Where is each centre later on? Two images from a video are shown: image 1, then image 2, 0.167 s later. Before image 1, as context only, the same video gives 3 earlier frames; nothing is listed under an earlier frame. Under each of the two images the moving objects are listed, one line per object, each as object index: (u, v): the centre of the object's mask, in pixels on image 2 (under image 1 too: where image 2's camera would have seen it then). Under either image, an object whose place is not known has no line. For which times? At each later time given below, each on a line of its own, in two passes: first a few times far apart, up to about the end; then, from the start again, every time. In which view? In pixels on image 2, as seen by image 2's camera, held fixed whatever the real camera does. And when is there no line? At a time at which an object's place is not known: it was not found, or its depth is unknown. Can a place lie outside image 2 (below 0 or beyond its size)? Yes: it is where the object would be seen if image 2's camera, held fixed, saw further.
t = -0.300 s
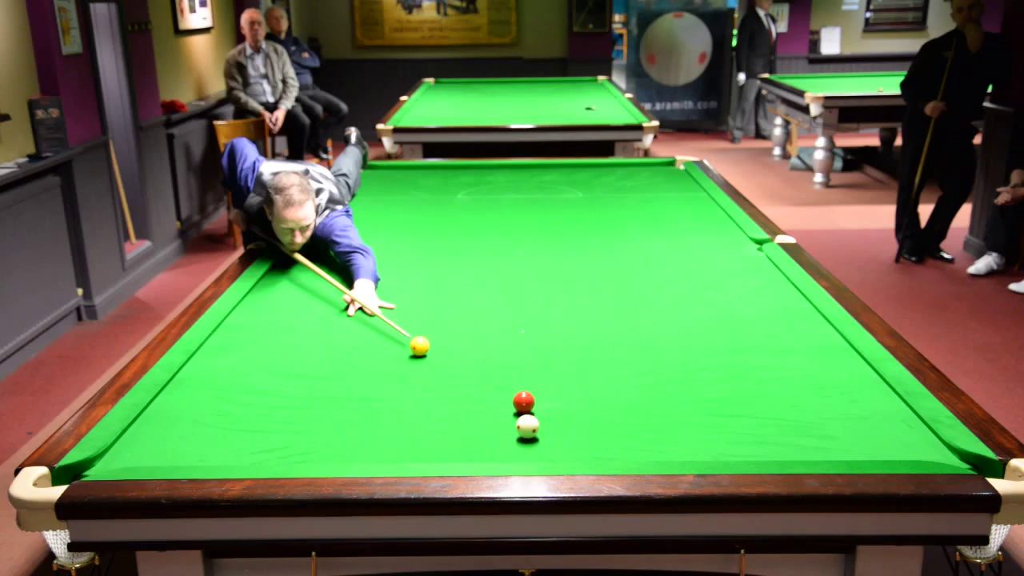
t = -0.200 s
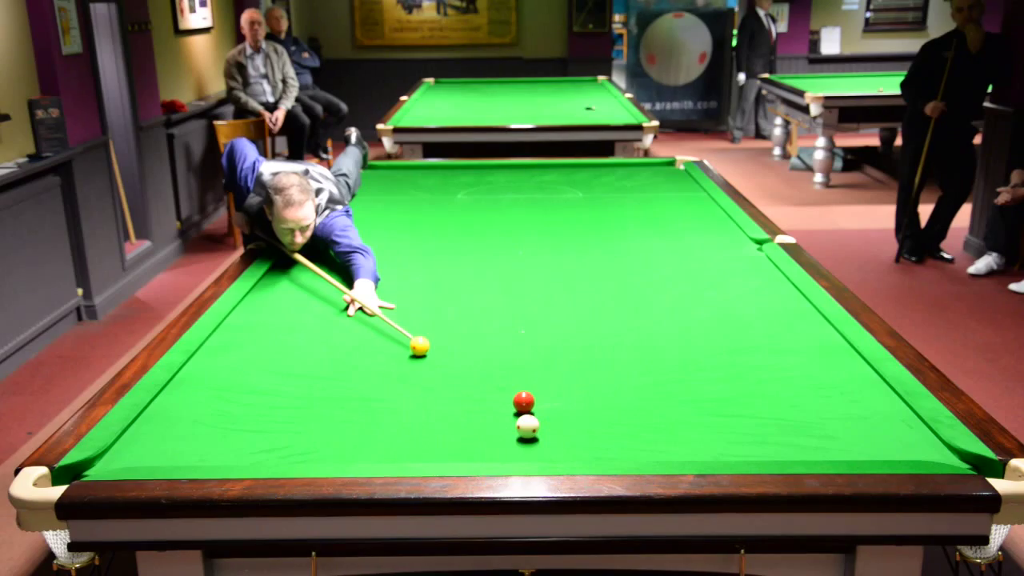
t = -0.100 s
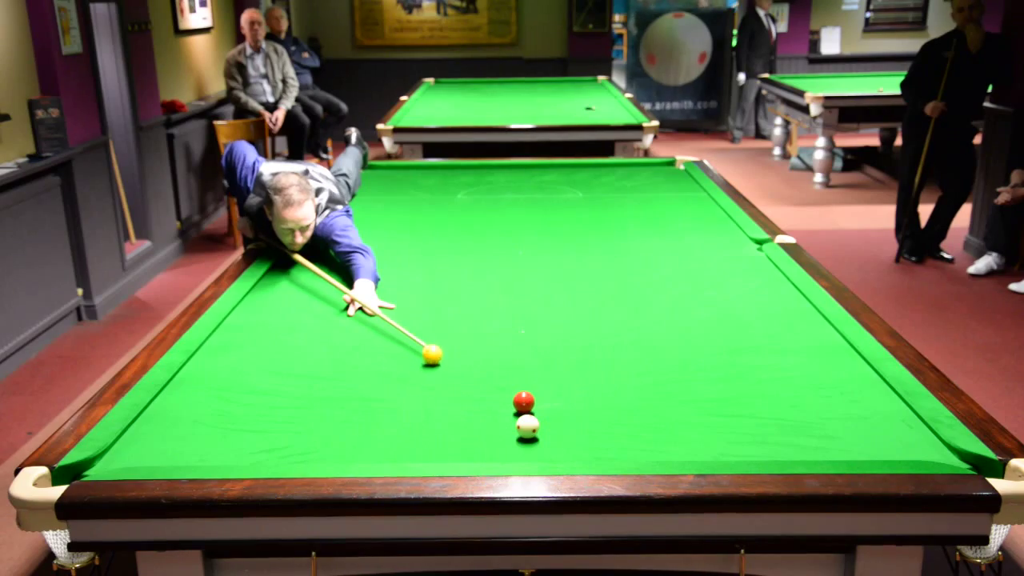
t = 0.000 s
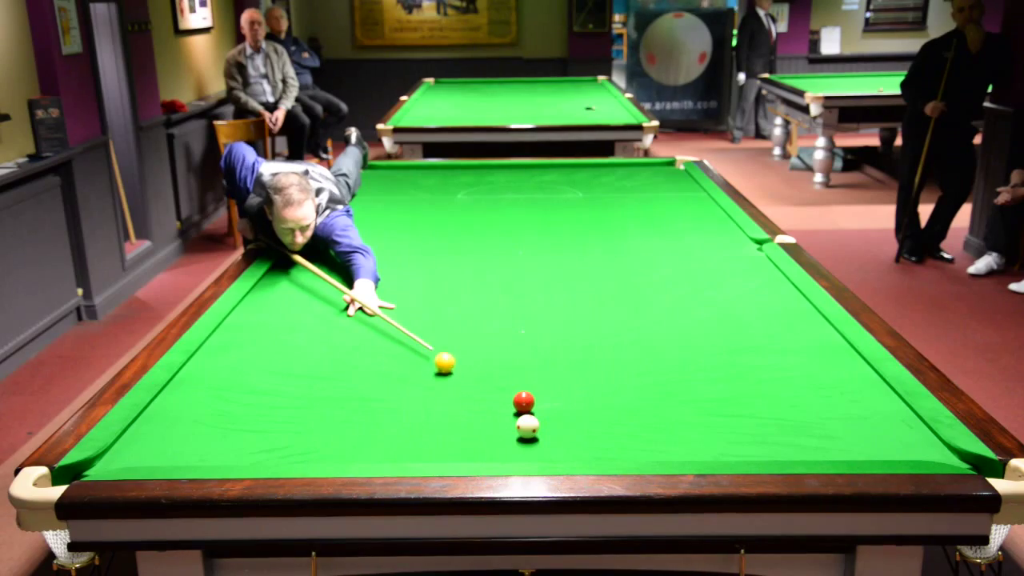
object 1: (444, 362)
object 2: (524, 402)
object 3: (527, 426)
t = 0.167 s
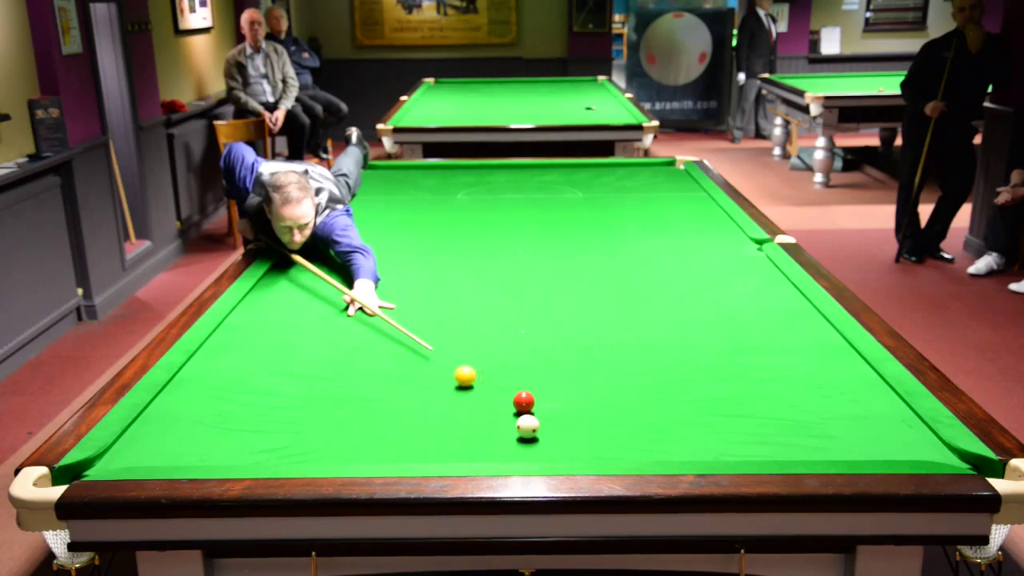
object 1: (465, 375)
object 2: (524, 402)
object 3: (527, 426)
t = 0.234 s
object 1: (473, 381)
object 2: (524, 402)
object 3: (527, 426)
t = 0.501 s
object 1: (501, 404)
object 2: (532, 403)
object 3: (527, 426)
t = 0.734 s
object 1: (503, 422)
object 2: (559, 406)
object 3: (527, 426)
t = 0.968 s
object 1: (505, 441)
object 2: (585, 410)
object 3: (527, 426)
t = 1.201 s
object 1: (507, 455)
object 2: (609, 413)
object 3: (527, 426)
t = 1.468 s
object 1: (518, 449)
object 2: (634, 416)
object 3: (527, 426)
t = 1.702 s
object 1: (525, 439)
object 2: (655, 419)
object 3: (528, 423)
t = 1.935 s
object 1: (532, 435)
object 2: (673, 422)
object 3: (527, 419)
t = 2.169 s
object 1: (536, 435)
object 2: (690, 424)
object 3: (527, 417)
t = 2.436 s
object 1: (539, 434)
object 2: (706, 427)
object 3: (528, 415)
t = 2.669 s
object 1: (540, 434)
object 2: (719, 429)
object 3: (529, 414)
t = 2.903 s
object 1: (540, 434)
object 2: (730, 431)
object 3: (529, 414)
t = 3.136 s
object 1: (540, 434)
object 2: (738, 432)
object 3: (529, 414)
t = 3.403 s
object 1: (540, 434)
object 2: (745, 433)
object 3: (528, 414)
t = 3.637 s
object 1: (540, 434)
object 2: (749, 433)
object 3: (528, 414)
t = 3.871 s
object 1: (540, 434)
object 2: (750, 433)
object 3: (529, 414)
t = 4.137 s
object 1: (540, 434)
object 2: (750, 433)
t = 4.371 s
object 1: (540, 434)
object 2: (750, 433)
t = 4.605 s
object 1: (540, 434)
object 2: (750, 432)
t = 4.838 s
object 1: (540, 434)
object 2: (750, 433)
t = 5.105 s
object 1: (540, 434)
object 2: (750, 433)
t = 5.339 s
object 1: (540, 434)
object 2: (750, 433)
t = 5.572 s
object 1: (540, 434)
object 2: (750, 433)
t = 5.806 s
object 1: (540, 434)
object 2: (750, 433)
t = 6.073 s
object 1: (540, 434)
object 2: (750, 433)
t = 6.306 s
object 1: (540, 434)
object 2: (750, 433)
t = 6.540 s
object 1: (540, 434)
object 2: (750, 433)
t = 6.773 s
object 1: (540, 434)
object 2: (750, 433)
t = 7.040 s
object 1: (540, 434)
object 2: (750, 433)
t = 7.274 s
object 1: (540, 434)
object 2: (750, 433)
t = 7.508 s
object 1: (540, 434)
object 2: (750, 433)
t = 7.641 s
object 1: (540, 434)
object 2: (750, 433)
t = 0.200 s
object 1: (469, 378)
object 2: (524, 402)
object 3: (527, 426)
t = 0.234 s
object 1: (473, 381)
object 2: (524, 402)
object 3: (527, 426)
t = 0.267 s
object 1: (478, 384)
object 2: (524, 402)
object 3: (527, 426)
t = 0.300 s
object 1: (482, 387)
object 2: (524, 402)
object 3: (527, 426)
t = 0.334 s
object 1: (486, 390)
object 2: (523, 402)
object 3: (527, 426)
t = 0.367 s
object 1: (491, 393)
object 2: (524, 402)
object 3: (527, 426)
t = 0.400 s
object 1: (495, 395)
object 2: (524, 402)
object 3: (527, 426)
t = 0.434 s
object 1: (500, 399)
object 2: (524, 402)
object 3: (527, 426)
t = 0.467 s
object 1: (501, 401)
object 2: (527, 402)
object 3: (527, 426)
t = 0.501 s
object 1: (501, 404)
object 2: (532, 403)
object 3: (527, 426)
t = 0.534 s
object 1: (501, 407)
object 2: (536, 404)
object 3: (527, 426)
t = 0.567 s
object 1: (501, 409)
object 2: (540, 404)
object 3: (527, 426)
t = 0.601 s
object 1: (502, 412)
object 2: (544, 404)
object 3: (527, 426)
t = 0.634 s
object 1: (502, 414)
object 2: (548, 405)
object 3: (527, 426)
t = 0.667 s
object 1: (502, 417)
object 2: (552, 406)
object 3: (527, 426)
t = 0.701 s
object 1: (502, 420)
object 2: (555, 406)
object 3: (527, 426)
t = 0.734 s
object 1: (503, 422)
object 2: (559, 406)
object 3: (527, 426)
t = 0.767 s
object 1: (503, 425)
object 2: (563, 407)
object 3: (527, 426)
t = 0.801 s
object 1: (504, 427)
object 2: (567, 407)
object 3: (527, 426)
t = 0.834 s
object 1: (504, 430)
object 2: (570, 408)
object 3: (527, 426)
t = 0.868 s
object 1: (504, 433)
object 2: (574, 409)
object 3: (527, 426)
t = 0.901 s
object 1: (504, 436)
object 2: (578, 409)
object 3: (527, 426)
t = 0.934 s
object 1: (505, 438)
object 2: (581, 409)
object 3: (527, 426)
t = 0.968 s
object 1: (505, 441)
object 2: (585, 410)
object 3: (527, 426)
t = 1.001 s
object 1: (506, 444)
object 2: (588, 410)
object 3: (527, 426)
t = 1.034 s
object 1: (506, 446)
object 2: (592, 411)
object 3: (527, 426)
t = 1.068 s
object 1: (506, 449)
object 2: (595, 411)
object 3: (527, 426)
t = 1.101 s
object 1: (507, 451)
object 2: (599, 412)
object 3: (527, 426)
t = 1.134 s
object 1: (507, 452)
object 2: (602, 412)
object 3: (527, 426)
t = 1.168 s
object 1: (507, 454)
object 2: (606, 412)
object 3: (527, 426)
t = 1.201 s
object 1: (507, 455)
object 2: (609, 413)
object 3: (527, 426)
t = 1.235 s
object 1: (508, 455)
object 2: (612, 413)
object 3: (527, 426)
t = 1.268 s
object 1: (510, 454)
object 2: (615, 414)
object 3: (527, 426)
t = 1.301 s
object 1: (511, 454)
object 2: (619, 414)
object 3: (527, 426)
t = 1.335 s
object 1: (513, 453)
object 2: (622, 415)
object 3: (527, 426)
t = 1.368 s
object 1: (514, 452)
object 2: (625, 415)
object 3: (527, 426)
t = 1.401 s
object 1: (515, 451)
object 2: (628, 416)
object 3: (527, 426)
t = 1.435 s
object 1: (516, 450)
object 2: (631, 416)
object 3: (527, 426)
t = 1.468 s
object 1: (518, 449)
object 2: (634, 416)
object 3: (527, 426)
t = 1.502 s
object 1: (519, 448)
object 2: (637, 417)
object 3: (527, 426)
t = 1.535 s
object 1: (520, 446)
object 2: (640, 417)
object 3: (528, 425)
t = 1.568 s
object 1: (521, 445)
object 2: (643, 418)
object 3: (528, 425)
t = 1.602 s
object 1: (522, 443)
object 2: (646, 418)
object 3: (528, 424)
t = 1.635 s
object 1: (523, 442)
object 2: (649, 418)
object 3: (528, 423)
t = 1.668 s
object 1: (525, 441)
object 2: (652, 419)
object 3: (528, 423)
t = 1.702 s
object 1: (525, 439)
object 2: (655, 419)
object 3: (528, 423)
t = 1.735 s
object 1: (527, 438)
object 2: (657, 419)
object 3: (527, 422)
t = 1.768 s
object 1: (528, 437)
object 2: (660, 420)
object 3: (527, 421)
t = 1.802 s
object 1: (528, 436)
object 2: (663, 420)
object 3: (527, 421)
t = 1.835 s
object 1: (529, 436)
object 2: (665, 421)
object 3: (527, 420)
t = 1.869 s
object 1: (530, 436)
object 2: (668, 421)
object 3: (527, 420)
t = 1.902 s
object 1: (531, 436)
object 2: (670, 421)
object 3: (527, 420)
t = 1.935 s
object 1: (532, 435)
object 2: (673, 422)
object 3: (527, 419)
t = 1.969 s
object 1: (532, 435)
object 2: (676, 422)
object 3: (527, 419)
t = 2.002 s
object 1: (533, 435)
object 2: (678, 423)
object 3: (527, 418)
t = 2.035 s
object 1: (534, 435)
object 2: (680, 423)
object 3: (527, 418)
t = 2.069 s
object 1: (534, 435)
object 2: (683, 423)
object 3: (527, 418)
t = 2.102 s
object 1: (535, 435)
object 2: (685, 424)
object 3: (527, 418)
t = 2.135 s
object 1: (536, 435)
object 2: (687, 424)
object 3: (527, 417)
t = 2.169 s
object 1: (536, 435)
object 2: (690, 424)
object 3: (527, 417)
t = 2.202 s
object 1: (537, 434)
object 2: (692, 425)
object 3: (528, 417)
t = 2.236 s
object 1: (537, 434)
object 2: (694, 425)
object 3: (528, 417)
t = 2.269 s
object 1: (538, 434)
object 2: (696, 425)
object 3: (528, 416)
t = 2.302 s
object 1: (538, 434)
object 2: (698, 426)
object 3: (528, 416)
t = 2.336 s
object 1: (538, 434)
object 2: (700, 426)
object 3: (528, 416)
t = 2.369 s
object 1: (539, 434)
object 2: (703, 426)
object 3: (528, 416)
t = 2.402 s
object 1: (539, 434)
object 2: (705, 427)
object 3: (528, 415)
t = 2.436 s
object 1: (539, 434)
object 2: (706, 427)
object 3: (528, 415)
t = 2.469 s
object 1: (540, 434)
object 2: (708, 428)
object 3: (528, 415)
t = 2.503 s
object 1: (540, 434)
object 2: (710, 428)
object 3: (528, 415)
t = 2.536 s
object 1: (540, 434)
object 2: (712, 428)
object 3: (528, 415)
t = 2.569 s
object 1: (540, 434)
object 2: (714, 428)
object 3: (528, 415)
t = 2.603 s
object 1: (540, 434)
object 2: (716, 429)
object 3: (528, 414)
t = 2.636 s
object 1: (540, 434)
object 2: (717, 429)
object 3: (528, 414)
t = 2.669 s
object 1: (540, 434)
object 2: (719, 429)
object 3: (529, 414)
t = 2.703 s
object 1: (540, 434)
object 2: (721, 430)
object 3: (529, 414)
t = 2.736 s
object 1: (540, 434)
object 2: (722, 430)
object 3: (529, 414)
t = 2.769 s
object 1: (540, 434)
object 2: (724, 430)
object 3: (529, 414)
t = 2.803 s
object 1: (540, 434)
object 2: (725, 430)
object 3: (529, 414)
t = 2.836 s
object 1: (540, 434)
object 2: (727, 430)
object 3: (529, 414)
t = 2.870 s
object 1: (540, 434)
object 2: (728, 431)
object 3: (529, 414)
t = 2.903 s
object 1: (540, 434)
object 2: (730, 431)
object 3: (529, 414)
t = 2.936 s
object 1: (540, 434)
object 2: (731, 431)
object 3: (529, 414)
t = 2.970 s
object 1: (540, 434)
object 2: (732, 431)
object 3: (529, 414)
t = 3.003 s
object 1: (540, 434)
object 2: (733, 431)
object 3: (529, 414)
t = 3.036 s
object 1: (540, 434)
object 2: (735, 432)
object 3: (529, 414)
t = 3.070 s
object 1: (540, 434)
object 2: (736, 432)
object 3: (529, 414)
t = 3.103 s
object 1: (540, 434)
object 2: (737, 432)
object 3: (529, 414)
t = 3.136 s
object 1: (540, 434)
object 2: (738, 432)
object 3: (529, 414)
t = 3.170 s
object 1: (540, 434)
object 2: (739, 432)
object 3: (529, 414)
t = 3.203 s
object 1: (540, 434)
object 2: (740, 432)
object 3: (529, 414)
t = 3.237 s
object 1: (540, 434)
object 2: (741, 432)
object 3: (529, 414)
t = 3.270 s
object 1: (540, 434)
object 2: (742, 433)
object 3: (529, 414)
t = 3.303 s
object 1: (540, 434)
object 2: (743, 433)
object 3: (528, 414)
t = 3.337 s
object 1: (540, 434)
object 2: (743, 433)
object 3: (528, 414)
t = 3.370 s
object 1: (540, 434)
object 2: (744, 433)
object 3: (529, 414)
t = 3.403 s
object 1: (540, 434)
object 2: (745, 433)
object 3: (528, 414)
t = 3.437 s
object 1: (540, 434)
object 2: (746, 433)
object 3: (529, 414)
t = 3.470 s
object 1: (540, 434)
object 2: (746, 433)
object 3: (528, 414)
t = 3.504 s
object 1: (540, 434)
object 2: (747, 433)
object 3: (528, 414)
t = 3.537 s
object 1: (540, 434)
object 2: (747, 433)
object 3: (528, 414)
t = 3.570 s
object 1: (540, 434)
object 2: (748, 433)
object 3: (528, 414)
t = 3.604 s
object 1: (540, 434)
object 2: (748, 433)
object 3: (528, 414)
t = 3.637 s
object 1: (540, 434)
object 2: (749, 433)
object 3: (528, 414)
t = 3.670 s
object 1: (540, 434)
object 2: (749, 433)
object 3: (528, 414)
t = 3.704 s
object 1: (540, 434)
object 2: (749, 433)
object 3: (529, 414)
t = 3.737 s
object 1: (540, 434)
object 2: (749, 433)
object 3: (528, 414)
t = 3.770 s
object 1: (540, 434)
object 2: (750, 433)
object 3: (529, 414)
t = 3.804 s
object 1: (540, 434)
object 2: (750, 433)
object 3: (528, 414)
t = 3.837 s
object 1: (540, 434)
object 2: (750, 433)
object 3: (529, 414)
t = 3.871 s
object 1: (540, 434)
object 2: (750, 433)
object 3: (529, 414)
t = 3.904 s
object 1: (540, 434)
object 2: (750, 433)
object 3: (529, 414)
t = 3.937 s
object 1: (540, 434)
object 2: (750, 433)
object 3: (528, 414)
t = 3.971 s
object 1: (540, 434)
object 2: (750, 433)
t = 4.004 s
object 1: (540, 434)
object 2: (750, 433)
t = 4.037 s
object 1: (540, 434)
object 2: (750, 433)
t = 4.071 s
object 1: (540, 434)
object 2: (750, 433)
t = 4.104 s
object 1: (540, 434)
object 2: (750, 433)
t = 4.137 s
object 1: (540, 434)
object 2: (750, 433)
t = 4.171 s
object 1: (540, 434)
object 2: (750, 433)
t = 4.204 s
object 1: (540, 434)
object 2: (750, 433)
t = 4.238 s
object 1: (540, 434)
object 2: (750, 433)
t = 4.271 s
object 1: (540, 434)
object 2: (750, 433)
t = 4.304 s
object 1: (540, 434)
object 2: (750, 433)
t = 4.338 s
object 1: (540, 434)
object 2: (750, 433)
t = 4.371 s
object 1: (540, 434)
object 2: (750, 433)
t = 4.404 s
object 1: (540, 434)
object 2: (750, 433)
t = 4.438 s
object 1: (540, 434)
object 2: (750, 433)
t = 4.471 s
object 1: (540, 434)
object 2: (750, 433)
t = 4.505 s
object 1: (540, 434)
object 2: (750, 433)
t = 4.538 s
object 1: (540, 434)
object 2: (750, 433)
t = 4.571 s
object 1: (540, 434)
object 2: (750, 432)
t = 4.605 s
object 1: (540, 434)
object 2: (750, 432)
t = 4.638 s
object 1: (540, 434)
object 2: (750, 433)
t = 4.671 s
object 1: (540, 434)
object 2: (750, 433)
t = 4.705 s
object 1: (540, 434)
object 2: (750, 433)
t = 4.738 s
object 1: (540, 434)
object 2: (750, 433)
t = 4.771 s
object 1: (540, 434)
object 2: (750, 433)
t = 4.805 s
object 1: (540, 434)
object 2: (750, 433)
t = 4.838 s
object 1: (540, 434)
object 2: (750, 433)
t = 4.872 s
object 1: (540, 434)
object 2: (750, 433)
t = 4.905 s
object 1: (540, 434)
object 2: (750, 433)
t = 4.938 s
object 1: (540, 433)
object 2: (750, 433)
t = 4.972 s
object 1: (540, 433)
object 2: (750, 433)
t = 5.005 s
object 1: (540, 433)
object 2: (750, 433)
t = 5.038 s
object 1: (540, 434)
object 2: (750, 433)
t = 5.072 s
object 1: (540, 433)
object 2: (750, 433)
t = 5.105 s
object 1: (540, 434)
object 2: (750, 433)
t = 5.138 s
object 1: (540, 433)
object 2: (750, 433)
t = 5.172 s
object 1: (540, 434)
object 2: (750, 433)
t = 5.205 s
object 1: (540, 434)
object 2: (750, 433)
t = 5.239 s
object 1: (540, 434)
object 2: (750, 433)
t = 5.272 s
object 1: (540, 434)
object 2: (750, 433)
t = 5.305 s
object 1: (540, 434)
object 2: (750, 433)
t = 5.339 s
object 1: (540, 434)
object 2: (750, 433)
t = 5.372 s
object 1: (540, 434)
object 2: (750, 433)
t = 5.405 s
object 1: (540, 434)
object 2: (750, 433)
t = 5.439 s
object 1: (540, 434)
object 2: (750, 433)
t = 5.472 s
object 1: (540, 434)
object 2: (750, 433)
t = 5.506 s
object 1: (540, 434)
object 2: (750, 433)
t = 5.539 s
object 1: (540, 434)
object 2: (750, 433)
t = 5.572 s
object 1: (540, 434)
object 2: (750, 433)
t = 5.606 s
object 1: (540, 434)
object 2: (750, 433)
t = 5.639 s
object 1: (540, 434)
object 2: (750, 433)
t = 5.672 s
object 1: (540, 434)
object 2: (750, 433)
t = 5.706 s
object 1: (539, 434)
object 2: (750, 433)
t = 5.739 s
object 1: (540, 434)
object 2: (750, 433)
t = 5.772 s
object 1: (540, 434)
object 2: (750, 433)
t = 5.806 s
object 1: (540, 434)
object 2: (750, 433)
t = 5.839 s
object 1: (540, 433)
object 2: (750, 433)
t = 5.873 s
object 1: (540, 434)
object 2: (750, 433)
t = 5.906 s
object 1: (540, 434)
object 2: (750, 433)
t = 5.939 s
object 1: (540, 434)
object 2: (750, 433)
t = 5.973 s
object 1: (540, 434)
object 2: (750, 433)
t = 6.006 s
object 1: (540, 434)
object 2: (750, 433)
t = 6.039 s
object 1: (540, 434)
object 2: (750, 433)
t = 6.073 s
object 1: (540, 434)
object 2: (750, 433)
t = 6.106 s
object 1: (540, 434)
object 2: (750, 433)
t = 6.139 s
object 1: (540, 434)
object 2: (750, 433)
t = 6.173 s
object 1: (540, 434)
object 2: (750, 433)
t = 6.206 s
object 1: (540, 434)
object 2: (750, 433)
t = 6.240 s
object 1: (540, 434)
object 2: (750, 433)
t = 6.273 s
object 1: (540, 434)
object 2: (750, 433)
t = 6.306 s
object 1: (540, 434)
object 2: (750, 433)
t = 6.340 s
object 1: (540, 434)
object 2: (750, 433)
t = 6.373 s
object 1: (540, 434)
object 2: (750, 433)
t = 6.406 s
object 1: (540, 434)
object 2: (750, 433)
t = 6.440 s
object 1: (540, 434)
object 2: (750, 433)
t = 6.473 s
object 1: (540, 434)
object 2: (750, 433)
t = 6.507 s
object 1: (540, 434)
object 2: (750, 433)
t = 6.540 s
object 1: (540, 434)
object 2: (750, 433)
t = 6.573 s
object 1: (540, 434)
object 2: (750, 433)
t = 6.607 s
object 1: (540, 434)
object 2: (750, 433)
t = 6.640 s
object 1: (540, 434)
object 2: (750, 433)
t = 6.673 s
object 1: (540, 434)
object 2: (750, 433)
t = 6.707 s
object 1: (540, 434)
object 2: (750, 433)
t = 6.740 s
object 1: (540, 434)
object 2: (750, 433)
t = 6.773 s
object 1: (540, 434)
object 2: (750, 433)
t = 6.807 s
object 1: (540, 434)
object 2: (750, 433)
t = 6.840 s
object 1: (540, 434)
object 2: (750, 433)
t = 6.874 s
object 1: (540, 434)
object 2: (750, 433)
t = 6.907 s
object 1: (540, 434)
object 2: (750, 433)
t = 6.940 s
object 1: (540, 434)
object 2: (750, 433)
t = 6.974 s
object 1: (540, 434)
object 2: (750, 433)
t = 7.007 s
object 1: (540, 434)
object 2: (750, 433)
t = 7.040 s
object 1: (540, 434)
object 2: (750, 433)
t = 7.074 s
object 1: (540, 434)
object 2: (750, 433)
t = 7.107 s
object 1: (540, 434)
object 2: (750, 433)
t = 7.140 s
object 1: (540, 434)
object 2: (750, 433)
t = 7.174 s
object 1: (540, 434)
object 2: (750, 433)
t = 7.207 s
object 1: (540, 434)
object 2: (750, 433)
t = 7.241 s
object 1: (540, 434)
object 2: (750, 433)
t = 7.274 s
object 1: (540, 434)
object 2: (750, 433)
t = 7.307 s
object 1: (540, 434)
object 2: (750, 433)
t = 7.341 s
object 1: (540, 434)
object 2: (750, 433)
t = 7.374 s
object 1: (540, 434)
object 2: (750, 433)
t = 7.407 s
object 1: (540, 434)
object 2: (750, 433)
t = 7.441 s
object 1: (540, 434)
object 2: (750, 433)
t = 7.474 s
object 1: (540, 434)
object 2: (750, 433)
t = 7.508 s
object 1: (540, 434)
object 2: (750, 433)
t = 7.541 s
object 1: (540, 434)
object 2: (750, 433)
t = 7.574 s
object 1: (540, 434)
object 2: (750, 433)
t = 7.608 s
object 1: (540, 434)
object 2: (750, 433)
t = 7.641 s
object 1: (540, 434)
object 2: (750, 433)
